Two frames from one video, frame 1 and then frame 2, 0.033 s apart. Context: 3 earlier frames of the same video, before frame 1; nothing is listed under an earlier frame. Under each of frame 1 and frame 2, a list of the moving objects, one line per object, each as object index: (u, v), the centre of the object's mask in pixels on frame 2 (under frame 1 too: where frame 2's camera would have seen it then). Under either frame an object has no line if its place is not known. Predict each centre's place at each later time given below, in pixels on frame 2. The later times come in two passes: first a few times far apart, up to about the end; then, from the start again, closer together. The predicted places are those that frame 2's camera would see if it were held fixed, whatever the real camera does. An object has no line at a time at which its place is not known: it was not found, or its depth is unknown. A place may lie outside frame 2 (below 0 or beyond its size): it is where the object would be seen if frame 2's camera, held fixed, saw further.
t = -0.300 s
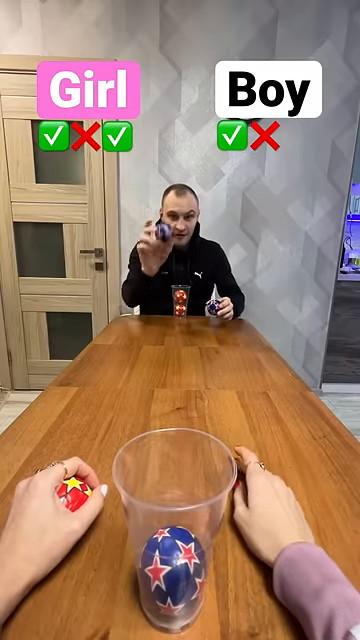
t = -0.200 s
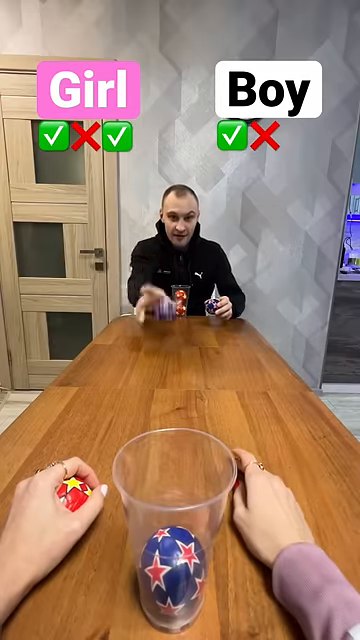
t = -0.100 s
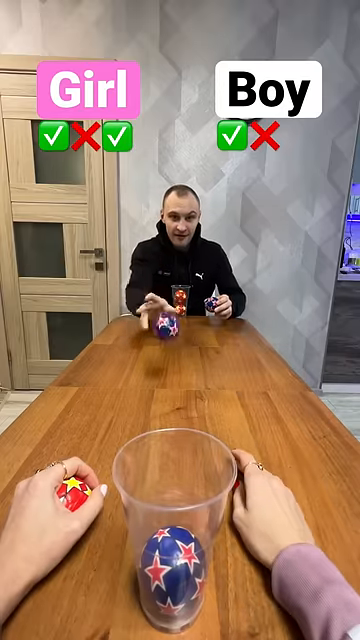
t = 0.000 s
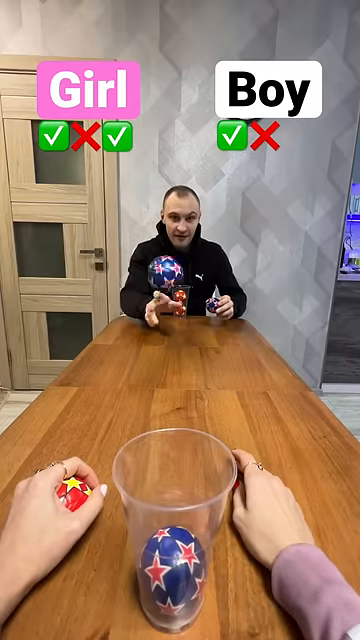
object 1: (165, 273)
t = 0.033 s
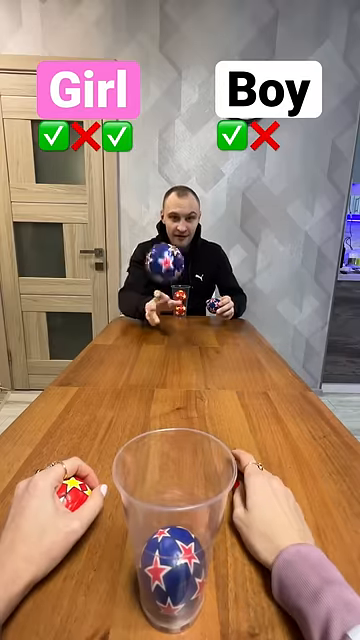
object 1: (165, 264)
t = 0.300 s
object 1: (173, 484)
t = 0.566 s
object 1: (164, 514)
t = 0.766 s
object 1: (176, 519)
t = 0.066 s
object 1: (163, 257)
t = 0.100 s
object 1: (161, 259)
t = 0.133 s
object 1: (161, 270)
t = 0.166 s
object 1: (158, 294)
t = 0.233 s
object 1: (154, 392)
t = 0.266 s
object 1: (154, 448)
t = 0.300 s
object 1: (173, 484)
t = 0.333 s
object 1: (192, 456)
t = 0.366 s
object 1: (187, 442)
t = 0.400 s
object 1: (167, 449)
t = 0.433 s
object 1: (150, 468)
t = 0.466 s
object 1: (171, 475)
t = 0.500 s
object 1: (191, 488)
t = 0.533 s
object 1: (181, 498)
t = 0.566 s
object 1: (164, 514)
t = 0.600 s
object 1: (174, 513)
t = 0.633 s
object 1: (186, 510)
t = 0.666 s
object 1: (180, 506)
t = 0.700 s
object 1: (169, 509)
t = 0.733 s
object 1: (167, 515)
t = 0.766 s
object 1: (176, 519)
